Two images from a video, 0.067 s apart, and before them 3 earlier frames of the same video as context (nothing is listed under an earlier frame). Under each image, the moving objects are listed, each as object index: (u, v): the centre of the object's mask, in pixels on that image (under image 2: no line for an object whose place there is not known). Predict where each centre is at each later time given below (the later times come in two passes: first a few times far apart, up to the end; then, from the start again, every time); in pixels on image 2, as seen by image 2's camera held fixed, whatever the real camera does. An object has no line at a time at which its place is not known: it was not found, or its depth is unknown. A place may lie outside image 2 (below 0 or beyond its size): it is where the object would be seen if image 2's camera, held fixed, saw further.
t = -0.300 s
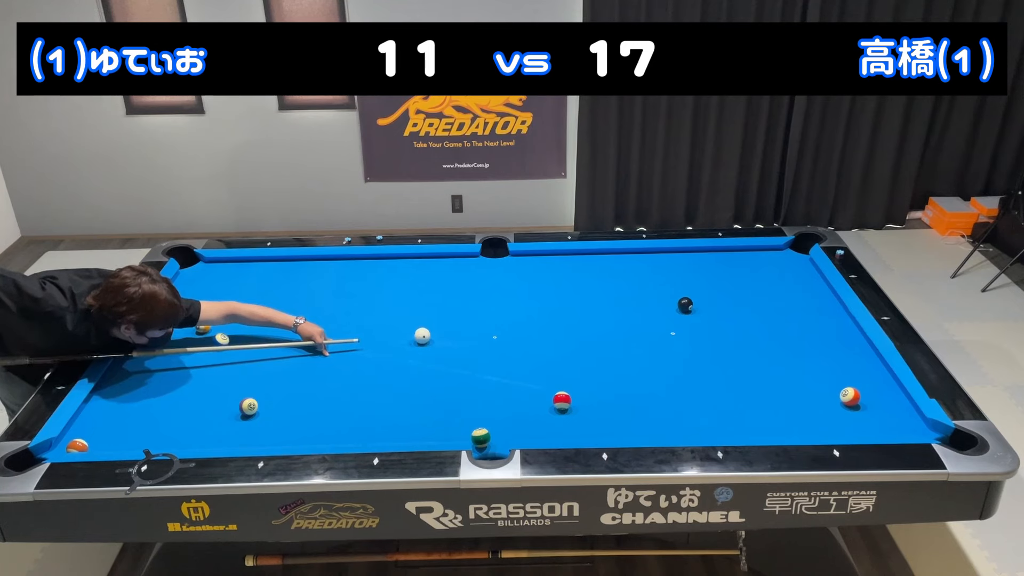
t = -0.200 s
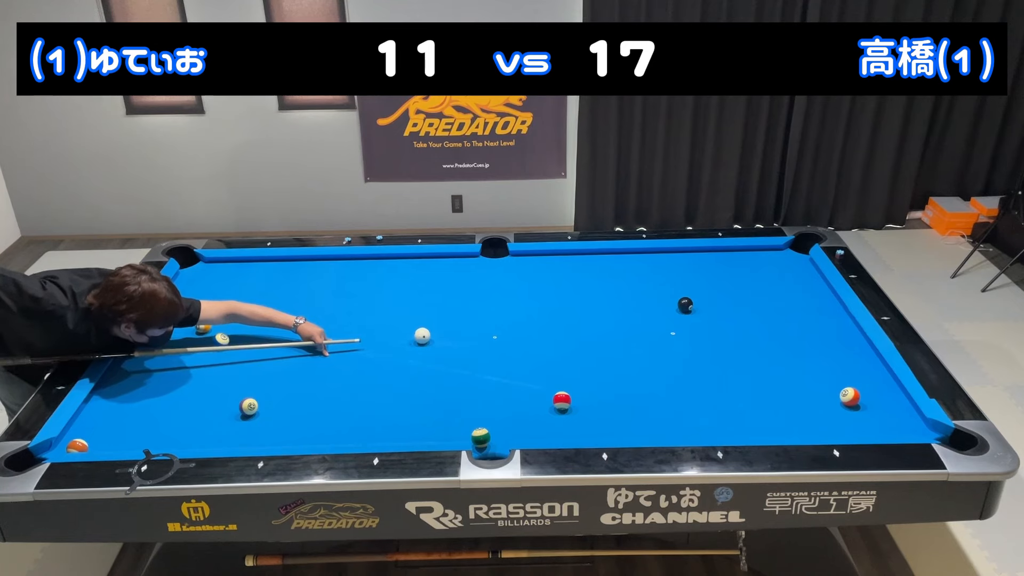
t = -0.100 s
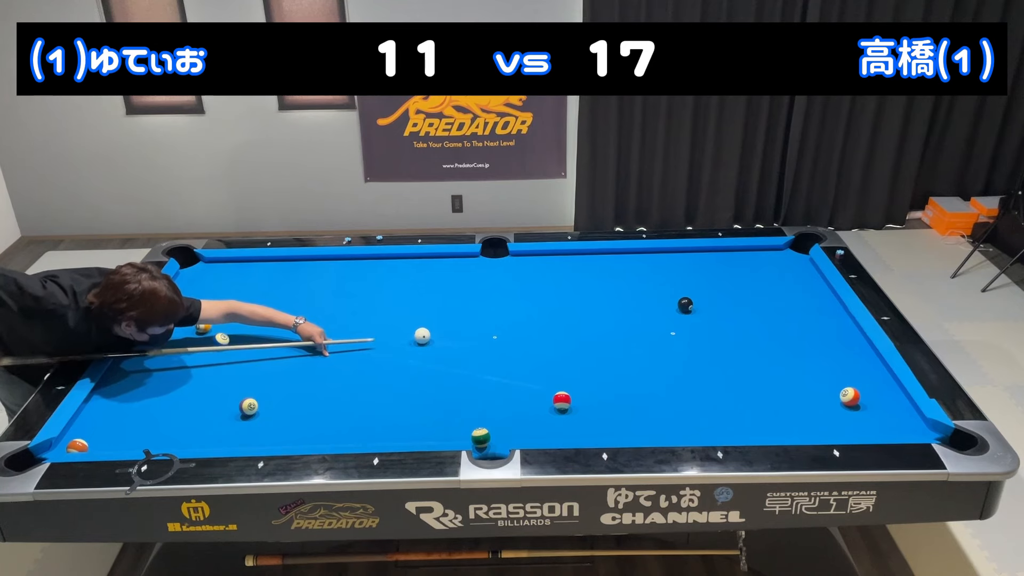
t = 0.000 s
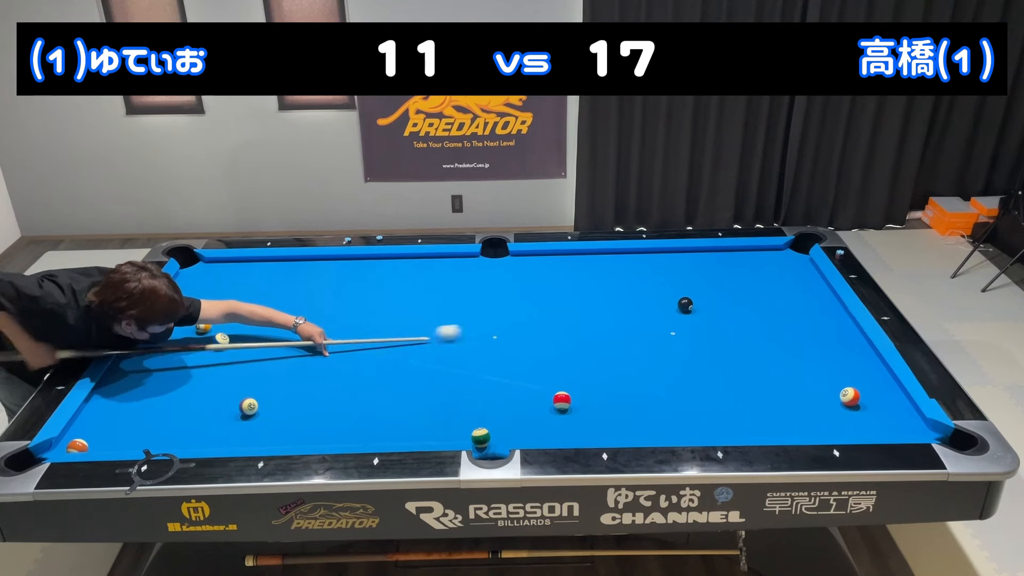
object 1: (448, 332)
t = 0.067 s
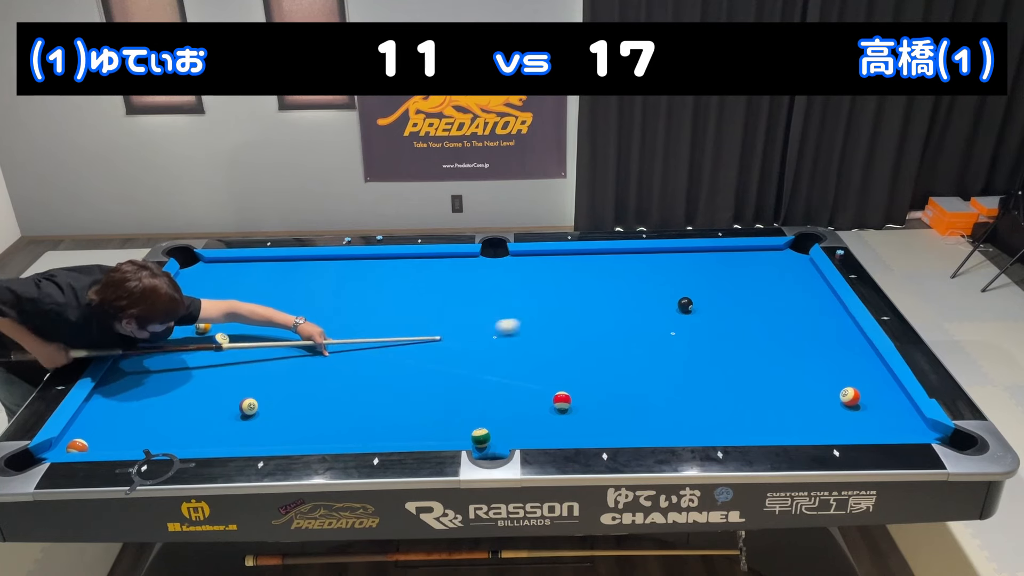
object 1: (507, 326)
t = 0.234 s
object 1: (638, 313)
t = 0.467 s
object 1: (726, 329)
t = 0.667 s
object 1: (785, 350)
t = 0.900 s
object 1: (859, 376)
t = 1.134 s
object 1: (886, 407)
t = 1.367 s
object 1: (855, 424)
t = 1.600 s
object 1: (802, 407)
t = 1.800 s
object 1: (760, 392)
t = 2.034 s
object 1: (715, 377)
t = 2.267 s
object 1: (674, 363)
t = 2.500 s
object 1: (636, 350)
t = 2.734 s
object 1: (602, 339)
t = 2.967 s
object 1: (570, 328)
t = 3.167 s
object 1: (545, 319)
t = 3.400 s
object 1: (517, 310)
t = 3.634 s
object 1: (491, 301)
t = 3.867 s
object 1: (467, 293)
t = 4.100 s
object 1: (445, 286)
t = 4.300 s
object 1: (427, 280)
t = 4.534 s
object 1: (408, 273)
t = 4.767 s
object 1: (390, 267)
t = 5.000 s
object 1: (373, 262)
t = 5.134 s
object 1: (363, 259)
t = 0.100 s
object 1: (535, 323)
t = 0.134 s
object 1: (562, 320)
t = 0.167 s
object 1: (588, 318)
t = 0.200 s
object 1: (614, 315)
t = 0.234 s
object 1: (638, 313)
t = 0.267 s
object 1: (661, 311)
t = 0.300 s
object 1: (679, 311)
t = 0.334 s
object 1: (689, 315)
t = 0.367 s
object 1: (698, 319)
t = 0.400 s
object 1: (707, 323)
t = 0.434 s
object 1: (717, 326)
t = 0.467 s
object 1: (726, 329)
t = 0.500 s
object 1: (736, 333)
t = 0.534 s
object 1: (745, 336)
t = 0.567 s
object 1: (755, 340)
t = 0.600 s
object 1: (765, 343)
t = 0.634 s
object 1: (775, 347)
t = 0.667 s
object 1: (785, 350)
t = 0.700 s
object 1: (795, 354)
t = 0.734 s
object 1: (805, 357)
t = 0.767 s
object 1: (816, 361)
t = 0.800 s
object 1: (826, 365)
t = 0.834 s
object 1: (837, 368)
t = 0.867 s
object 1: (848, 372)
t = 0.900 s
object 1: (859, 376)
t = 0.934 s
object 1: (870, 380)
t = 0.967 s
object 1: (881, 384)
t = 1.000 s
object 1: (893, 388)
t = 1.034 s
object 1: (895, 393)
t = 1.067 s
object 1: (891, 397)
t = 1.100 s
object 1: (889, 402)
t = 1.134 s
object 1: (886, 407)
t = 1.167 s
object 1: (883, 411)
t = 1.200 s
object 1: (880, 416)
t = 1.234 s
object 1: (878, 421)
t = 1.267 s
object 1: (875, 425)
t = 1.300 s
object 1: (872, 428)
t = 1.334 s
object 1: (863, 426)
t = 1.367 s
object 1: (855, 424)
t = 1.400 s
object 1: (847, 422)
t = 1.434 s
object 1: (839, 419)
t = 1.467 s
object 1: (832, 417)
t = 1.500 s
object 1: (824, 414)
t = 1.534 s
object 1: (817, 412)
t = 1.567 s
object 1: (809, 409)
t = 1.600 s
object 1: (802, 407)
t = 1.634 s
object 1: (795, 404)
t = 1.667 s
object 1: (788, 401)
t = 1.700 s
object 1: (781, 399)
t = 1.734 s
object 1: (774, 397)
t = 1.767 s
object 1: (767, 395)
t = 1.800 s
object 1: (760, 392)
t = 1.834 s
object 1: (753, 390)
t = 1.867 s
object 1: (747, 388)
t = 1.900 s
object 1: (740, 385)
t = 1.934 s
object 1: (734, 383)
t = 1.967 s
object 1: (727, 381)
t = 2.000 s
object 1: (721, 379)
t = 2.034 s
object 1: (715, 377)
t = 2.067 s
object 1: (709, 375)
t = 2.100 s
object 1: (703, 373)
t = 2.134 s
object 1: (697, 371)
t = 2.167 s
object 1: (691, 369)
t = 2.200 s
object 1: (685, 367)
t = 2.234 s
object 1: (680, 365)
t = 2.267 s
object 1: (674, 363)
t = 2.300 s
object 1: (668, 361)
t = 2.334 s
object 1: (663, 359)
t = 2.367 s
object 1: (657, 357)
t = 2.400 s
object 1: (652, 355)
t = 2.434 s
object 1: (647, 354)
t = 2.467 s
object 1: (642, 352)
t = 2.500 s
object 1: (636, 350)
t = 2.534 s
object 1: (631, 349)
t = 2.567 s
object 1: (626, 347)
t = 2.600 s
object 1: (621, 345)
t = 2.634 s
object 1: (616, 344)
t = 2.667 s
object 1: (611, 342)
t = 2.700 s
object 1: (607, 340)
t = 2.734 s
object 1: (602, 339)
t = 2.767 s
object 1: (597, 337)
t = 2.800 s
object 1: (592, 335)
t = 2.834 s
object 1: (588, 334)
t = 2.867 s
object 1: (583, 332)
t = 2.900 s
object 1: (579, 331)
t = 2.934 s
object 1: (574, 329)
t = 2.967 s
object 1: (570, 328)
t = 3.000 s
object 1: (566, 326)
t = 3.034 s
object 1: (561, 325)
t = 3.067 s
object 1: (557, 323)
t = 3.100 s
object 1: (553, 322)
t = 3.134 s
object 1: (549, 321)
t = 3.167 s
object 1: (545, 319)
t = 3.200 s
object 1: (540, 318)
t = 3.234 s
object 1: (536, 316)
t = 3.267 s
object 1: (532, 315)
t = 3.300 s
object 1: (528, 314)
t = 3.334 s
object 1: (525, 312)
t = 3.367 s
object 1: (521, 311)
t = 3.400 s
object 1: (517, 310)
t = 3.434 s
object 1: (513, 308)
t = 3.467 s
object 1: (510, 307)
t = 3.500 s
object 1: (506, 306)
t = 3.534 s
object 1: (502, 305)
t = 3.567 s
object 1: (498, 303)
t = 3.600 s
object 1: (495, 302)
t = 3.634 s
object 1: (491, 301)
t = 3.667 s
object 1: (488, 300)
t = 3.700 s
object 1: (484, 299)
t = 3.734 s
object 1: (481, 298)
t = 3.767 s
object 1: (477, 297)
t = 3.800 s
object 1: (474, 295)
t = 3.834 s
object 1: (471, 294)
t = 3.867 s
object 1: (467, 293)
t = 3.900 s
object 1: (464, 292)
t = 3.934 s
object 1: (461, 291)
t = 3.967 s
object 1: (457, 290)
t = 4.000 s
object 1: (454, 289)
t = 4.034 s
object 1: (451, 288)
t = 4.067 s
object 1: (448, 287)
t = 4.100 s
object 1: (445, 286)
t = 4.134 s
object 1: (442, 285)
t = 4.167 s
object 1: (439, 284)
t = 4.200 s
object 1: (436, 283)
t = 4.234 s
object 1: (433, 282)
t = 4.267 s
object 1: (430, 281)
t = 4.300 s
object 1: (427, 280)
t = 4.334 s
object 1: (424, 279)
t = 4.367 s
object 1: (421, 278)
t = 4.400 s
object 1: (419, 277)
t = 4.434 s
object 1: (416, 276)
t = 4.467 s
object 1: (413, 275)
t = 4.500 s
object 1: (410, 274)
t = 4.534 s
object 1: (408, 273)
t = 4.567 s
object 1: (405, 273)
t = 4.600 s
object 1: (402, 272)
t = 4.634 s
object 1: (400, 271)
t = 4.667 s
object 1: (397, 270)
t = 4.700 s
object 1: (395, 269)
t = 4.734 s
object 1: (392, 268)
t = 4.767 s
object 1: (390, 267)
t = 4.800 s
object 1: (387, 267)
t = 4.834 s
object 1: (385, 266)
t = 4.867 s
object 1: (382, 265)
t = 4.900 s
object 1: (380, 264)
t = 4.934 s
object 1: (377, 263)
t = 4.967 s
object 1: (375, 263)
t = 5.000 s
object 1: (373, 262)
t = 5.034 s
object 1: (370, 261)
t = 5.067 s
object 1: (368, 260)
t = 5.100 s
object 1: (366, 259)
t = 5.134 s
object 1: (363, 259)
